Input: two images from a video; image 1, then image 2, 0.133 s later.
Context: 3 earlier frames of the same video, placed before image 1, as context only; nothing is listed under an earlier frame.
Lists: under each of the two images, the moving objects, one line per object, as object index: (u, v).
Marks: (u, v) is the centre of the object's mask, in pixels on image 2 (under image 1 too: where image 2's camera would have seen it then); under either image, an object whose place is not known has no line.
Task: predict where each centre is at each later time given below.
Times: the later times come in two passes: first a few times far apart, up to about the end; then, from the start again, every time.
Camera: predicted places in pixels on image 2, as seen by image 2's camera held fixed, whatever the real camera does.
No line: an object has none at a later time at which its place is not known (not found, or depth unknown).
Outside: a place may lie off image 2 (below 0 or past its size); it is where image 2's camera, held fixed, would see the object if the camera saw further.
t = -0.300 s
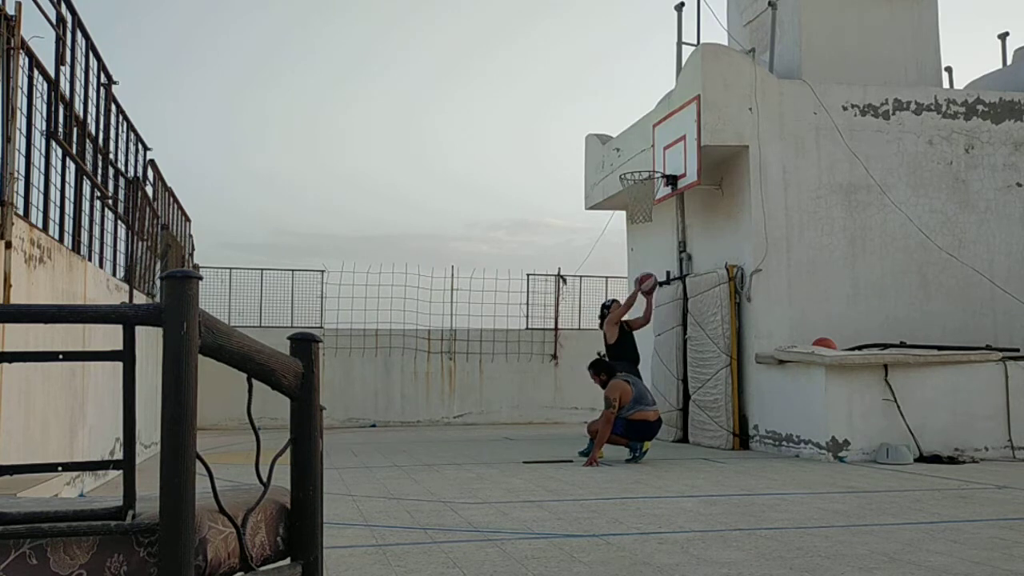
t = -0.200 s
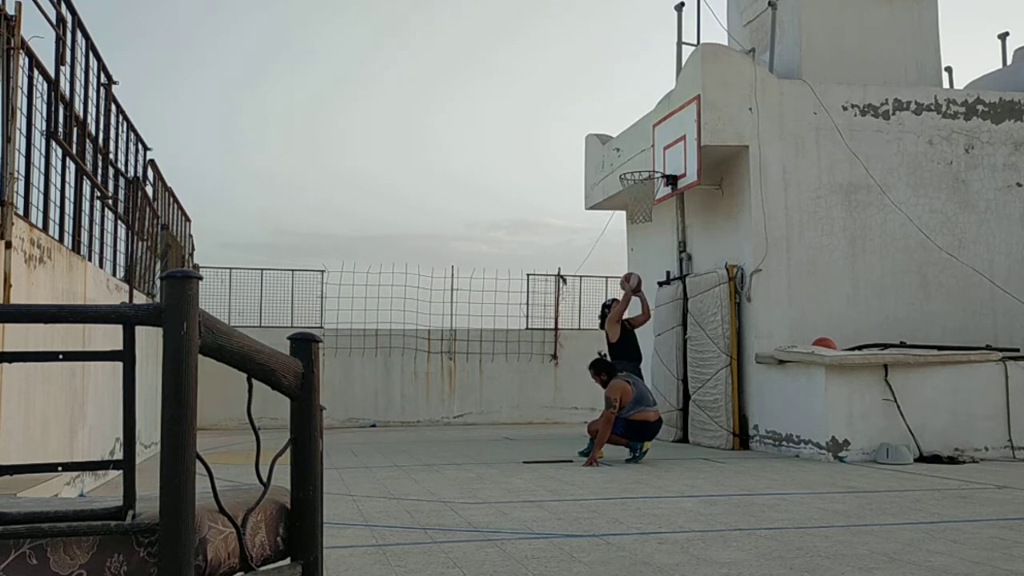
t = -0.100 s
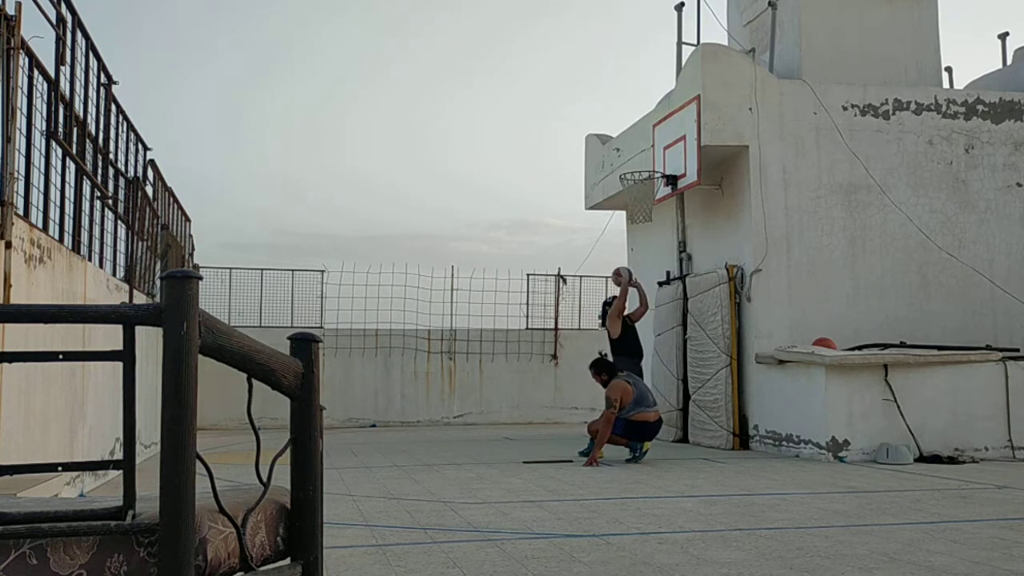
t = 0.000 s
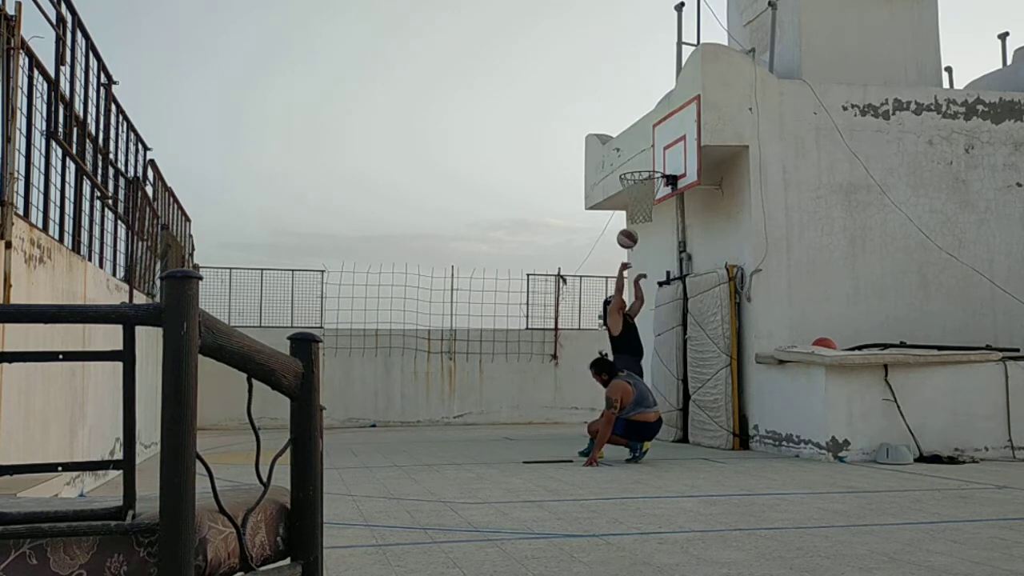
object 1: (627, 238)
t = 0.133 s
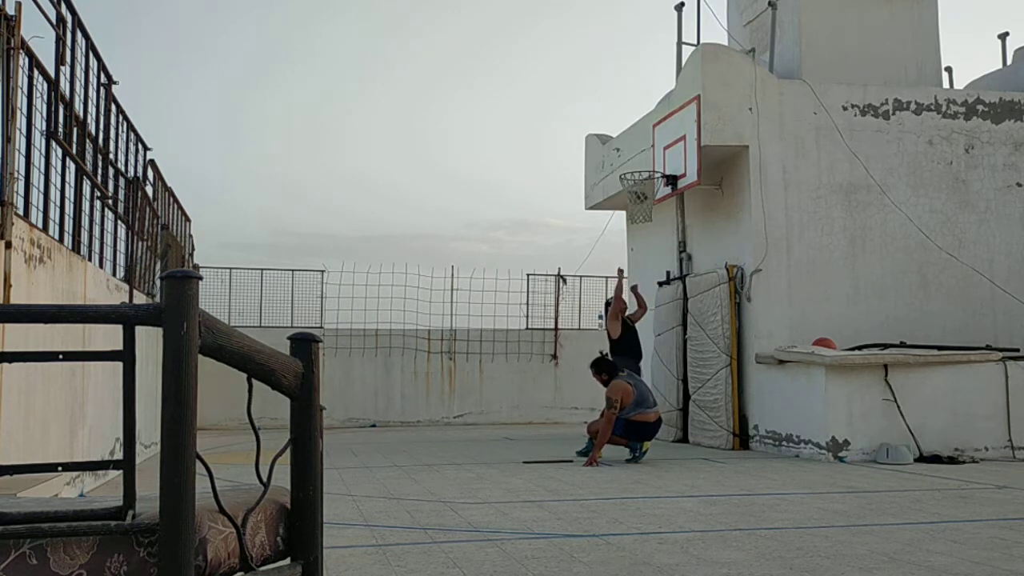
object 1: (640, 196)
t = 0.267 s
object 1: (648, 165)
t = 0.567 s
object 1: (645, 165)
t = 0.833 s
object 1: (644, 185)
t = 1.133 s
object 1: (638, 216)
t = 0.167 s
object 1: (641, 187)
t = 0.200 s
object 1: (645, 173)
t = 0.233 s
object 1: (645, 170)
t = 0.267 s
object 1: (648, 165)
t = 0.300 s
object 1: (651, 160)
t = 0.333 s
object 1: (651, 157)
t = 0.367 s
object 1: (650, 155)
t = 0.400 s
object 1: (649, 154)
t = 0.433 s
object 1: (648, 154)
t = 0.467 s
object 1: (647, 155)
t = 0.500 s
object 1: (646, 157)
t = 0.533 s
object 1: (645, 161)
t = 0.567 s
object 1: (645, 165)
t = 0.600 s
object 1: (644, 169)
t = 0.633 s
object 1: (644, 169)
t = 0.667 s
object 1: (643, 169)
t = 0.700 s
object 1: (643, 170)
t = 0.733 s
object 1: (643, 172)
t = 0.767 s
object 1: (644, 175)
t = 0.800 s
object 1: (644, 179)
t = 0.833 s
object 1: (644, 185)
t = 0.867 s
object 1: (644, 190)
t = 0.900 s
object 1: (645, 193)
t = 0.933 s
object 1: (643, 196)
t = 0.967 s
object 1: (642, 198)
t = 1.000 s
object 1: (641, 202)
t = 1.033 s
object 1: (640, 203)
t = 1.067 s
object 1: (640, 206)
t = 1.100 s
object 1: (638, 214)
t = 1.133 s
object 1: (638, 216)
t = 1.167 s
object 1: (638, 222)
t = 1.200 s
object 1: (637, 228)
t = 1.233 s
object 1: (636, 235)
